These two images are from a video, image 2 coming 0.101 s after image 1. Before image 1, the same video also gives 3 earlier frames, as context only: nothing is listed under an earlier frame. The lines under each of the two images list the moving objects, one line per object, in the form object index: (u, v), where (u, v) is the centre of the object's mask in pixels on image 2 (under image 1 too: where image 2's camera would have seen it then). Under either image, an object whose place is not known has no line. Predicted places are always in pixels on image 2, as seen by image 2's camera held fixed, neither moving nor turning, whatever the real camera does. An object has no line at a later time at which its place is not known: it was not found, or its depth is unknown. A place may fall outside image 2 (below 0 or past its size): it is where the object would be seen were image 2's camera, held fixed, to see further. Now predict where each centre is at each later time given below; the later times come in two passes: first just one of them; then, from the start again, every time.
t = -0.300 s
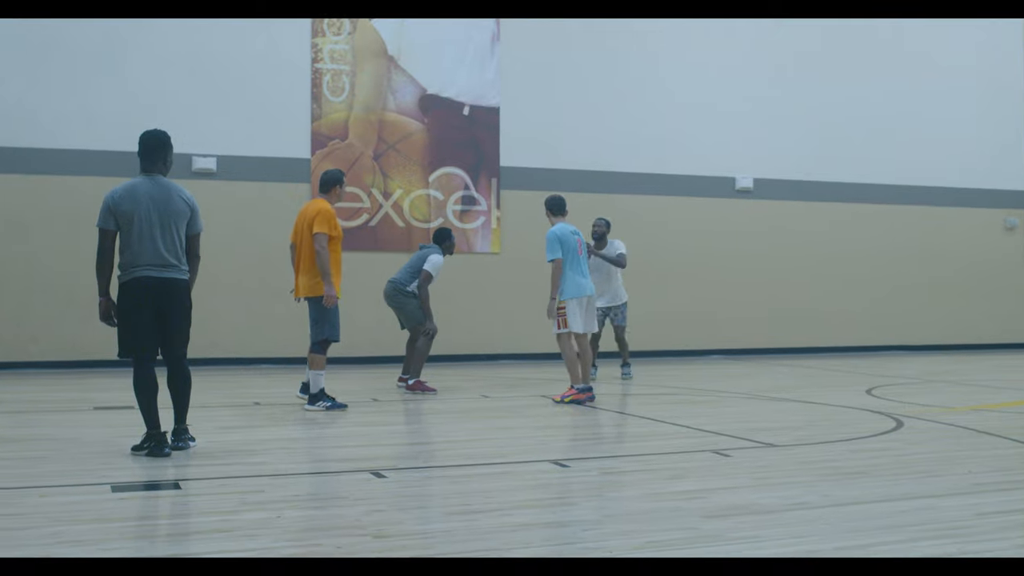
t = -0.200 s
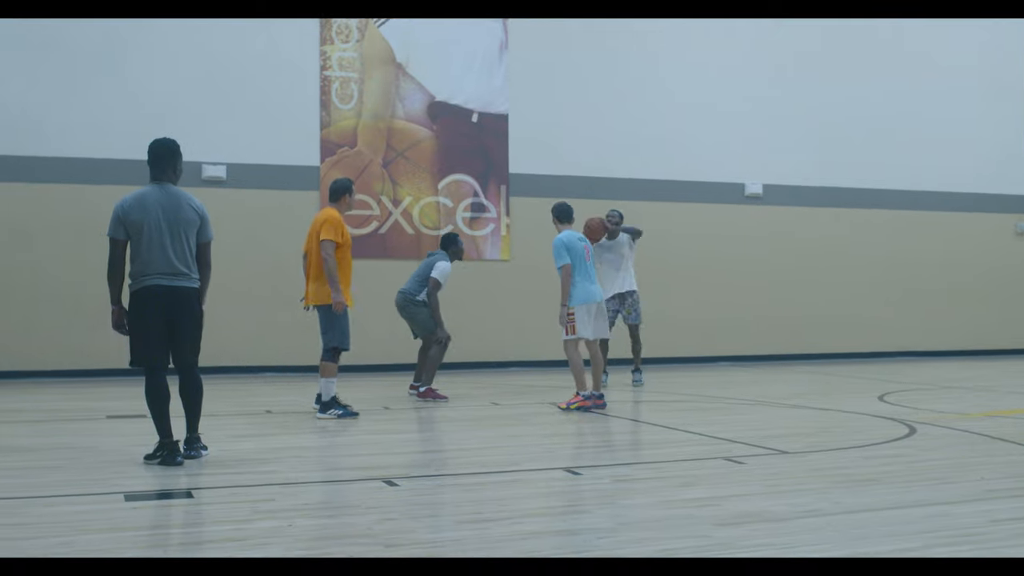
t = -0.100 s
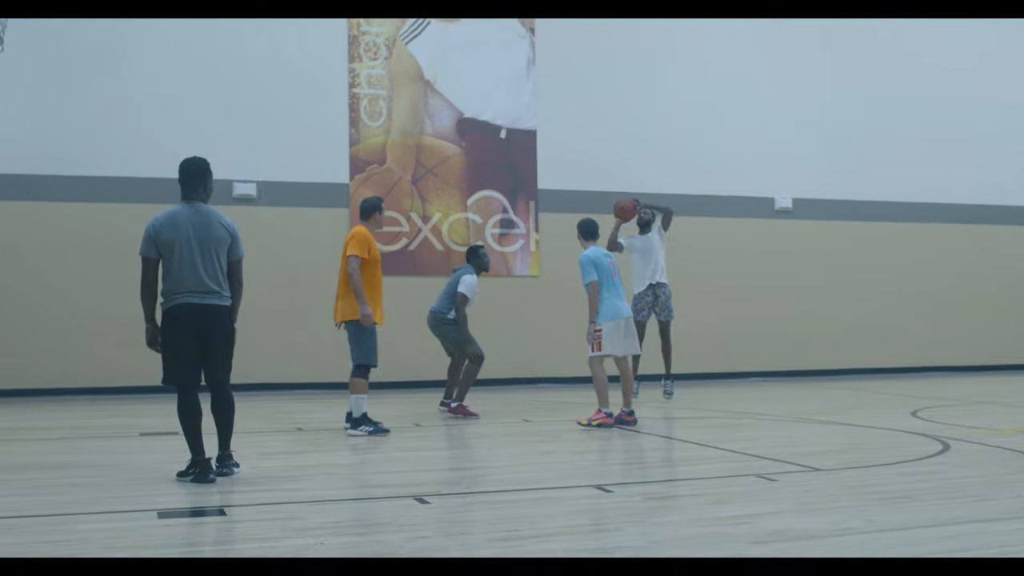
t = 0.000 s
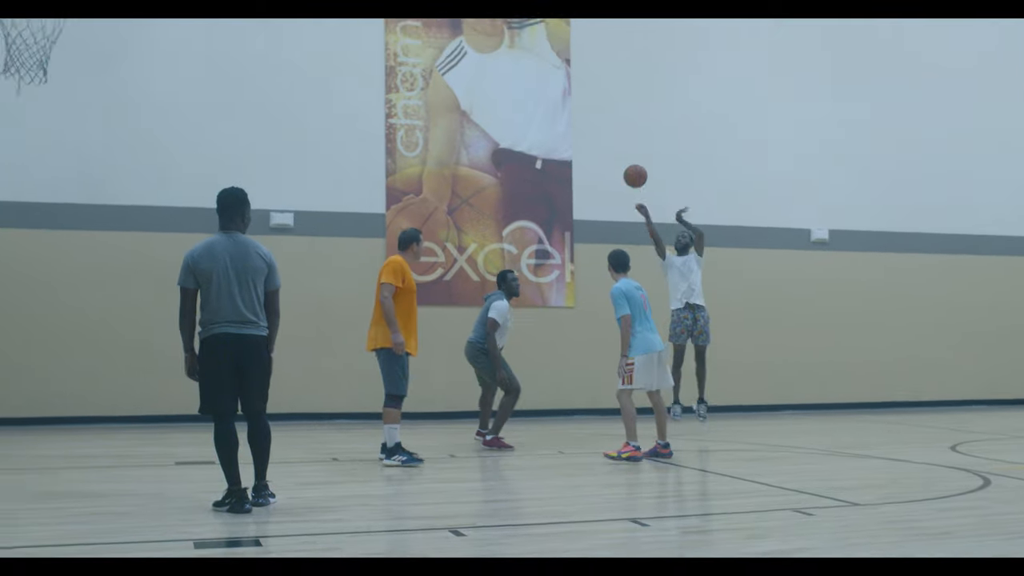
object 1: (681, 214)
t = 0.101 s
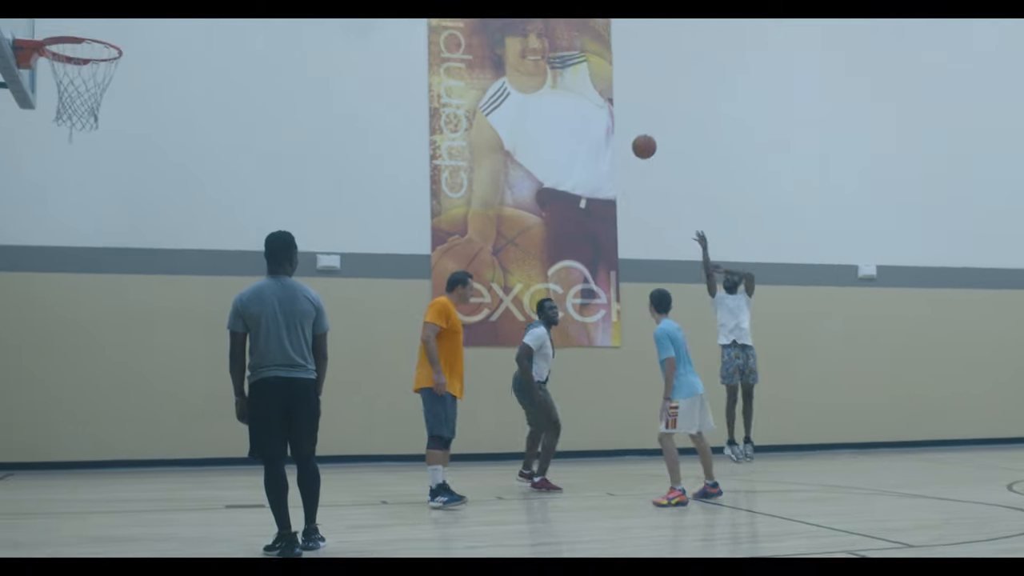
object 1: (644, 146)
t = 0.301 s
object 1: (567, 34)
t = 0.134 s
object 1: (631, 125)
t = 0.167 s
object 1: (619, 104)
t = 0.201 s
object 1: (607, 86)
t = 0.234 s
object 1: (594, 68)
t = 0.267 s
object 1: (581, 50)
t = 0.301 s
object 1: (567, 34)
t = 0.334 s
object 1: (555, 18)
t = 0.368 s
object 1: (543, 2)
